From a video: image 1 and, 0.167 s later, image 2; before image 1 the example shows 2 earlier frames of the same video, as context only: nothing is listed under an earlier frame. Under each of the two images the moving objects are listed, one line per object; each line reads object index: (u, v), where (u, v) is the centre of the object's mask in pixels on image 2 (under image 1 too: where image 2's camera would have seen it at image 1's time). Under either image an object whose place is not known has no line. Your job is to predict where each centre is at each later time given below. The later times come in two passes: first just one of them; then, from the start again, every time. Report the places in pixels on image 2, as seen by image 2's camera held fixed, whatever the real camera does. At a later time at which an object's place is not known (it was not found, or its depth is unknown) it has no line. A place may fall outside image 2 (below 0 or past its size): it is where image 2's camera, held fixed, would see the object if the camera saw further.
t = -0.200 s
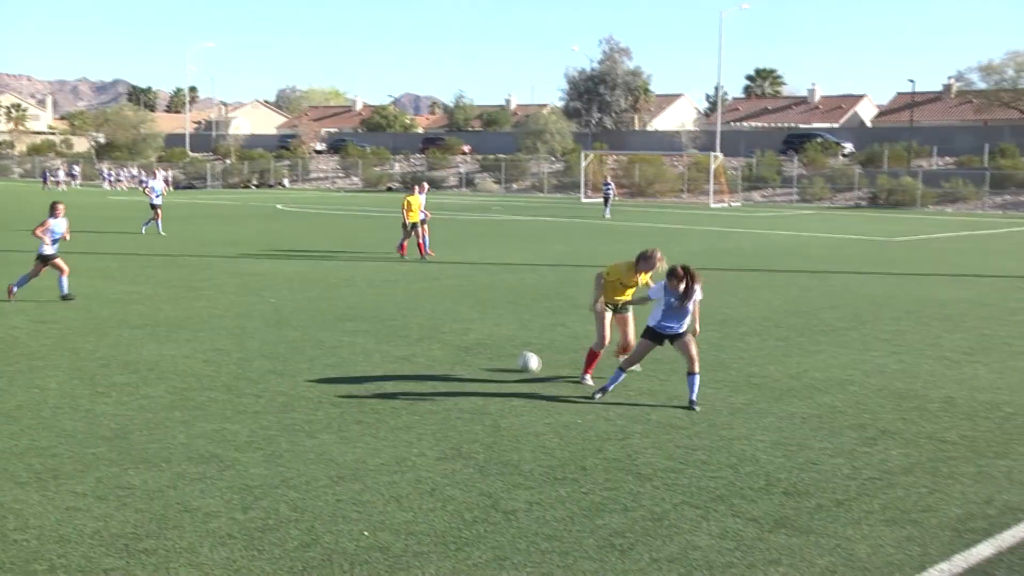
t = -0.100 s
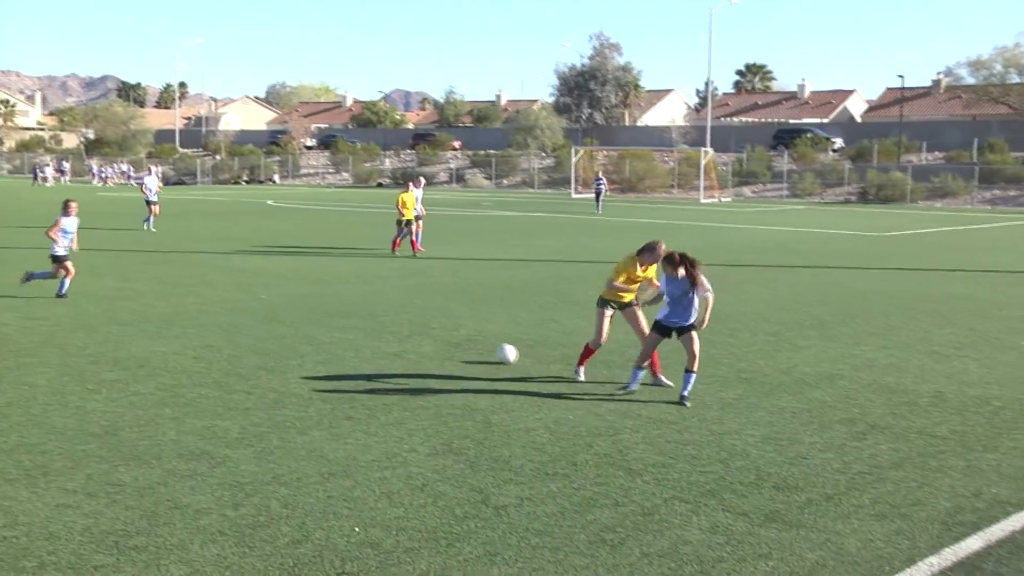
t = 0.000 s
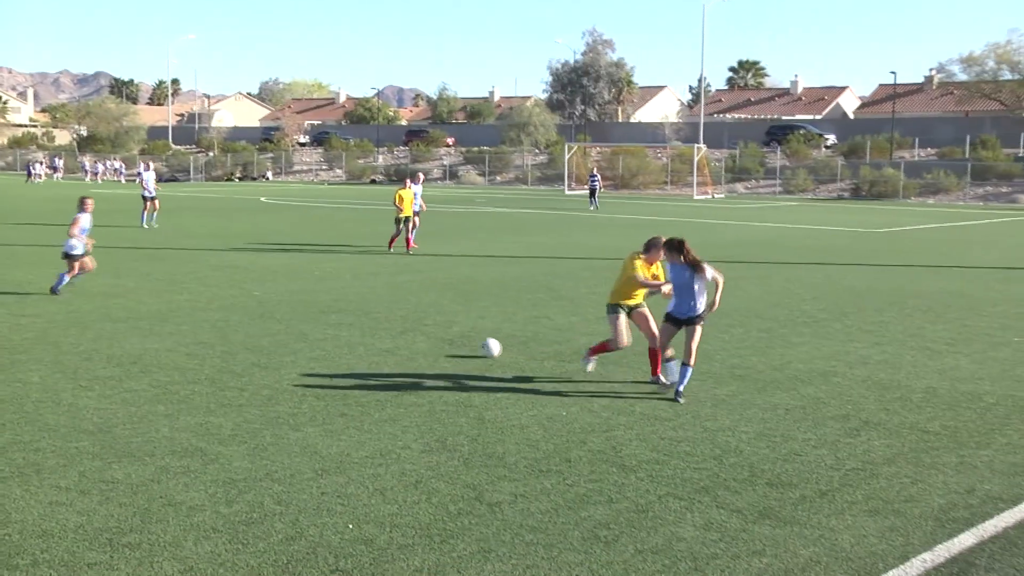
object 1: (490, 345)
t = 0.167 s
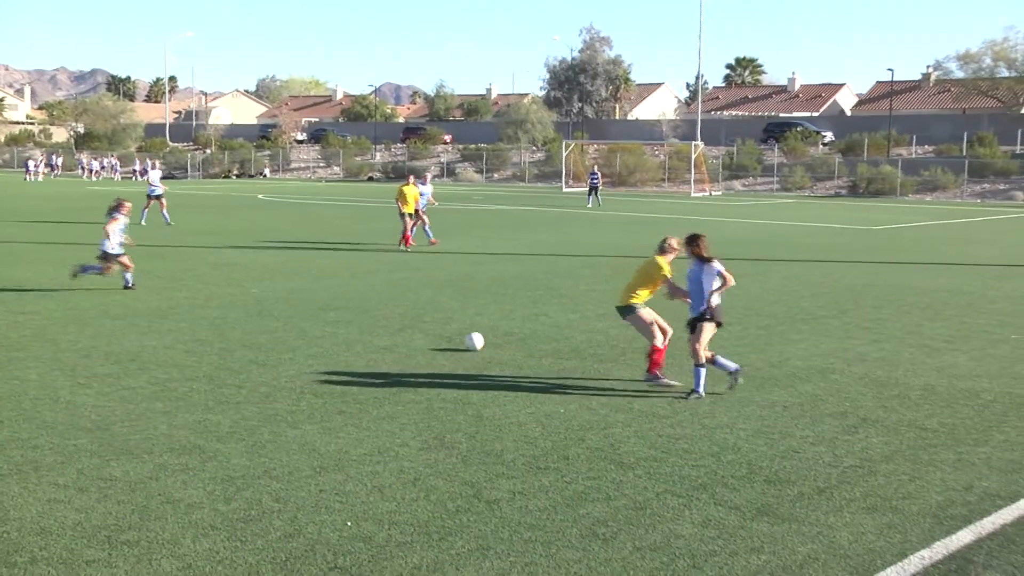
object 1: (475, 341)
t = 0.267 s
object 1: (467, 339)
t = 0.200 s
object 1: (472, 341)
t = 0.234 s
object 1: (470, 340)
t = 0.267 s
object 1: (467, 339)
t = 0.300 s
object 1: (465, 338)
